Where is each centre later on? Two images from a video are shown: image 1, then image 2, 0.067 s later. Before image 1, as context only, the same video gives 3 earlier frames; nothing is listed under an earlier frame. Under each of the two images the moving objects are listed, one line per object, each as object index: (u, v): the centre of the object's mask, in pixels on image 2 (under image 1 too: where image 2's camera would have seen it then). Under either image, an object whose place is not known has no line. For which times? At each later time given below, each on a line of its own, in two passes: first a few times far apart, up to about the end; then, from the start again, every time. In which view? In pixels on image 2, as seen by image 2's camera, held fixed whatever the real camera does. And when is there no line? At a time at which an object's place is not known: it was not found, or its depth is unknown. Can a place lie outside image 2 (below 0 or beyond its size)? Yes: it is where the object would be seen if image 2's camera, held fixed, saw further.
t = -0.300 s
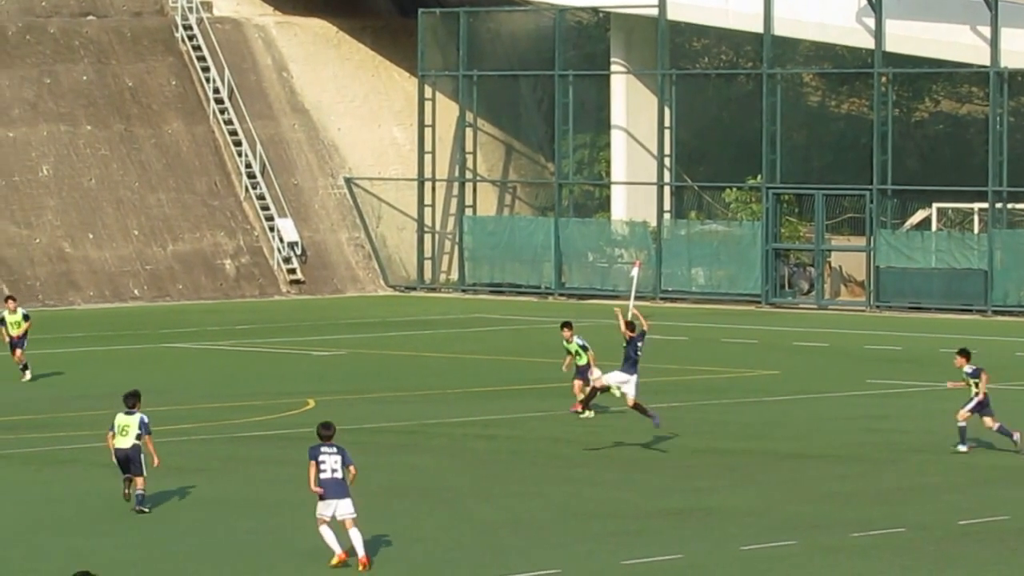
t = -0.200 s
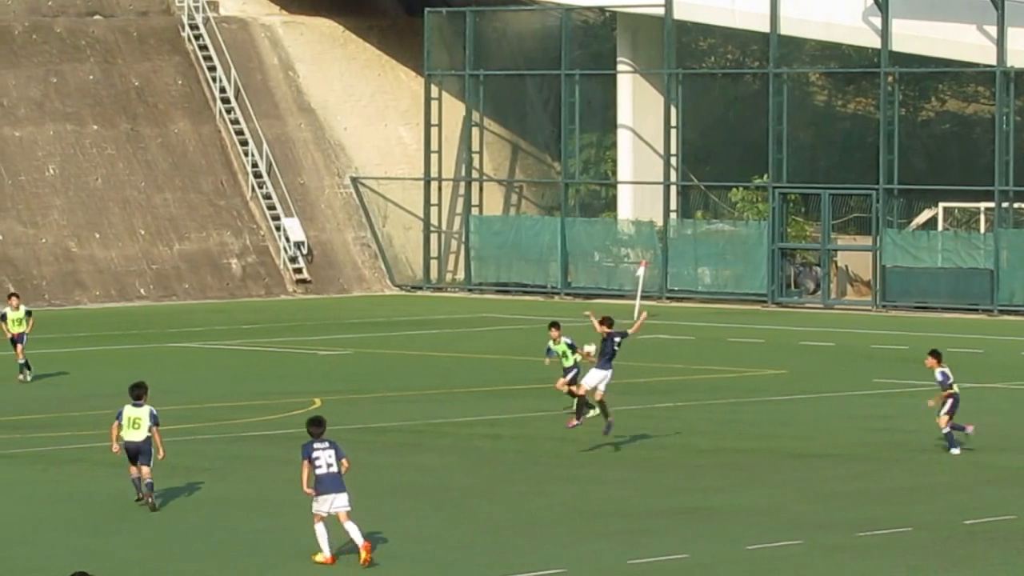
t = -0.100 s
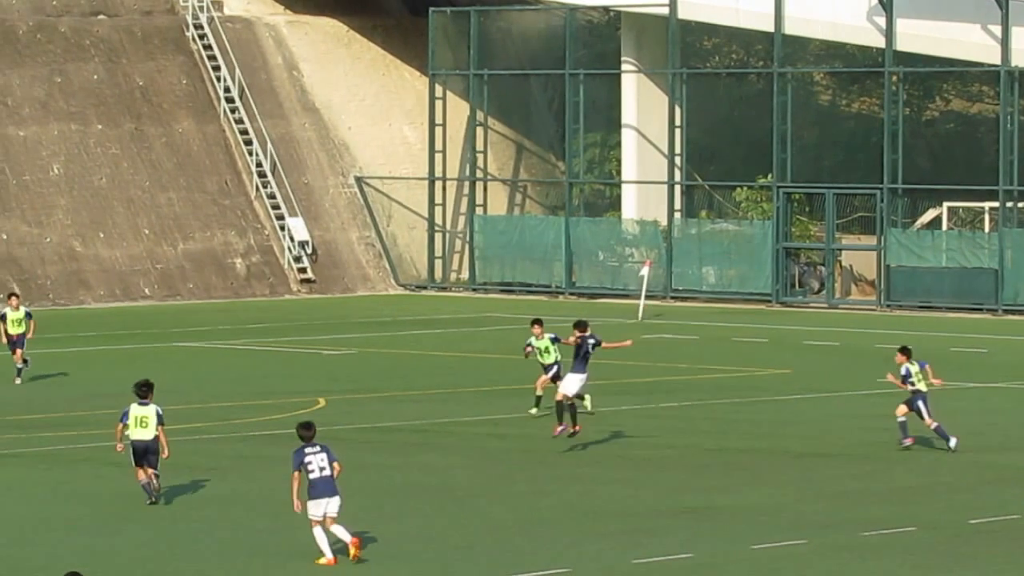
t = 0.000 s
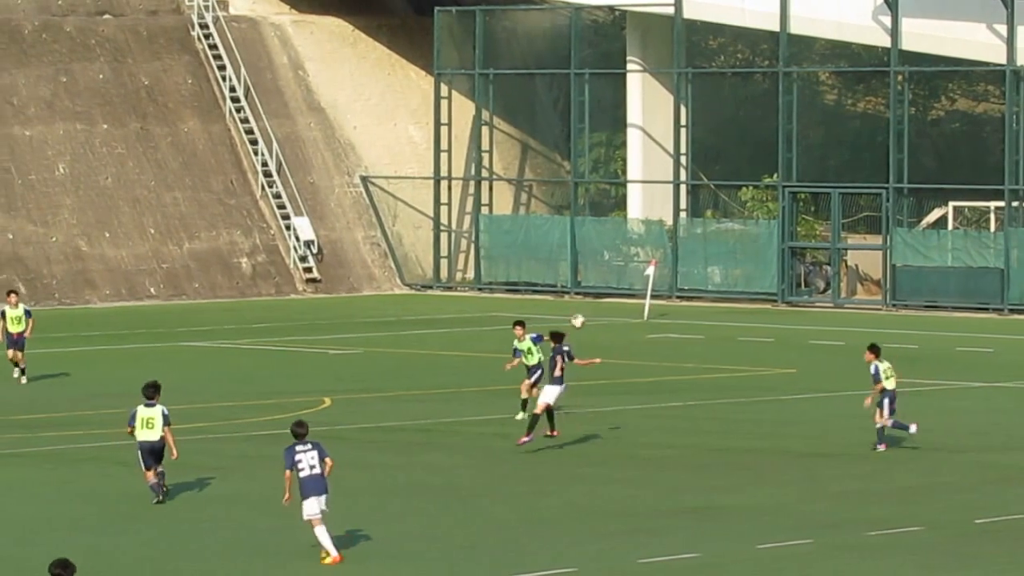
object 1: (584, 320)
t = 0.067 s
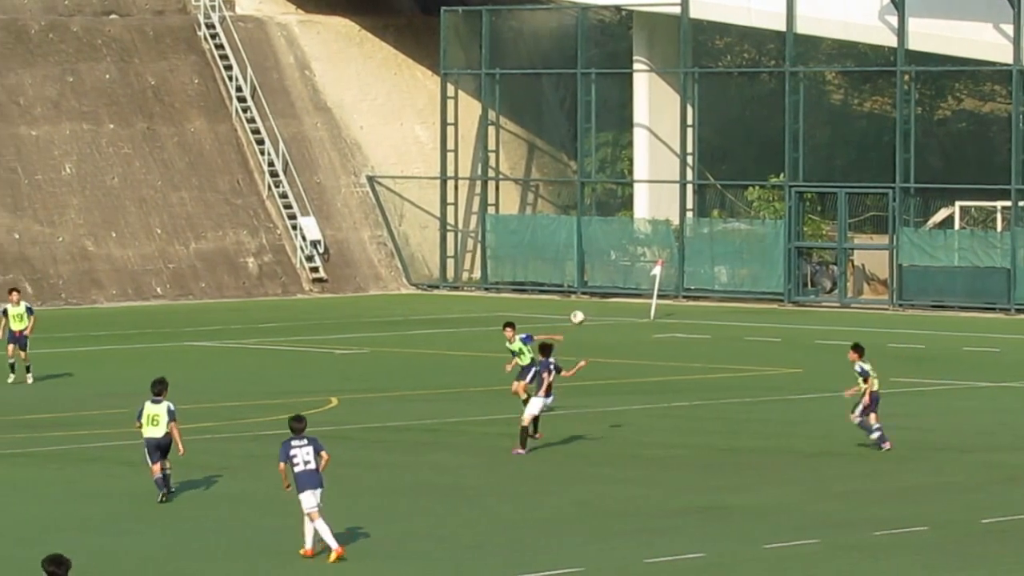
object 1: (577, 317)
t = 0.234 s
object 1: (560, 321)
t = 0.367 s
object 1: (547, 336)
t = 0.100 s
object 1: (574, 316)
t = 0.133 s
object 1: (570, 316)
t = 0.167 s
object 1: (567, 317)
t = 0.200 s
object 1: (563, 319)
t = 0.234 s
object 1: (560, 321)
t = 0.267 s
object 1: (557, 324)
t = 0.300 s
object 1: (553, 327)
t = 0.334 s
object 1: (550, 331)
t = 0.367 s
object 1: (547, 336)
